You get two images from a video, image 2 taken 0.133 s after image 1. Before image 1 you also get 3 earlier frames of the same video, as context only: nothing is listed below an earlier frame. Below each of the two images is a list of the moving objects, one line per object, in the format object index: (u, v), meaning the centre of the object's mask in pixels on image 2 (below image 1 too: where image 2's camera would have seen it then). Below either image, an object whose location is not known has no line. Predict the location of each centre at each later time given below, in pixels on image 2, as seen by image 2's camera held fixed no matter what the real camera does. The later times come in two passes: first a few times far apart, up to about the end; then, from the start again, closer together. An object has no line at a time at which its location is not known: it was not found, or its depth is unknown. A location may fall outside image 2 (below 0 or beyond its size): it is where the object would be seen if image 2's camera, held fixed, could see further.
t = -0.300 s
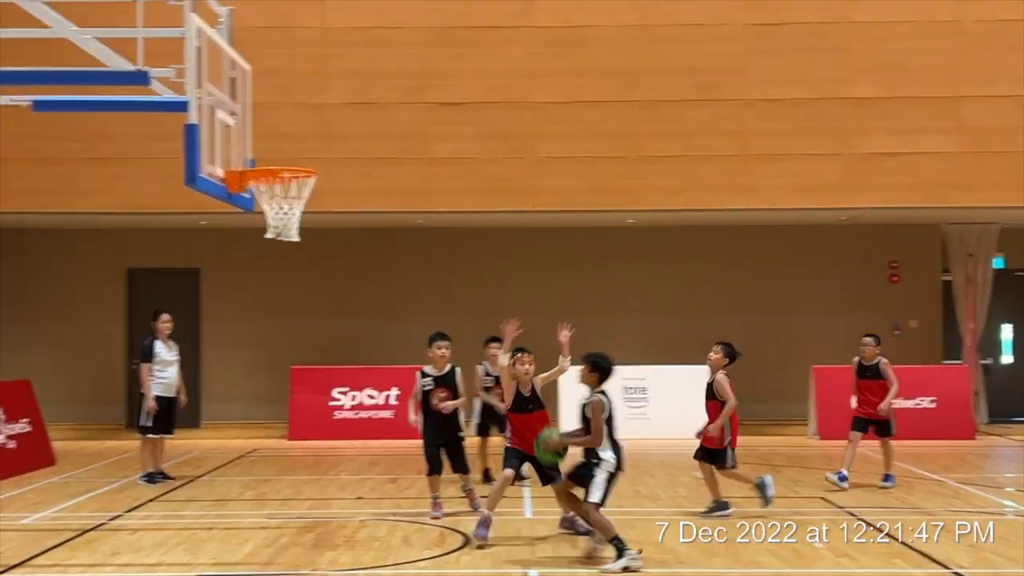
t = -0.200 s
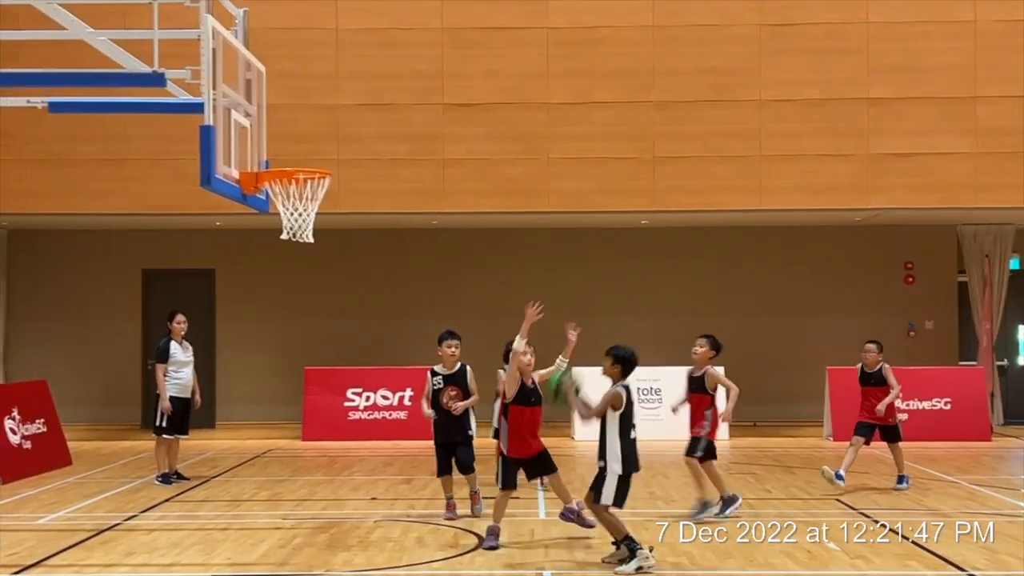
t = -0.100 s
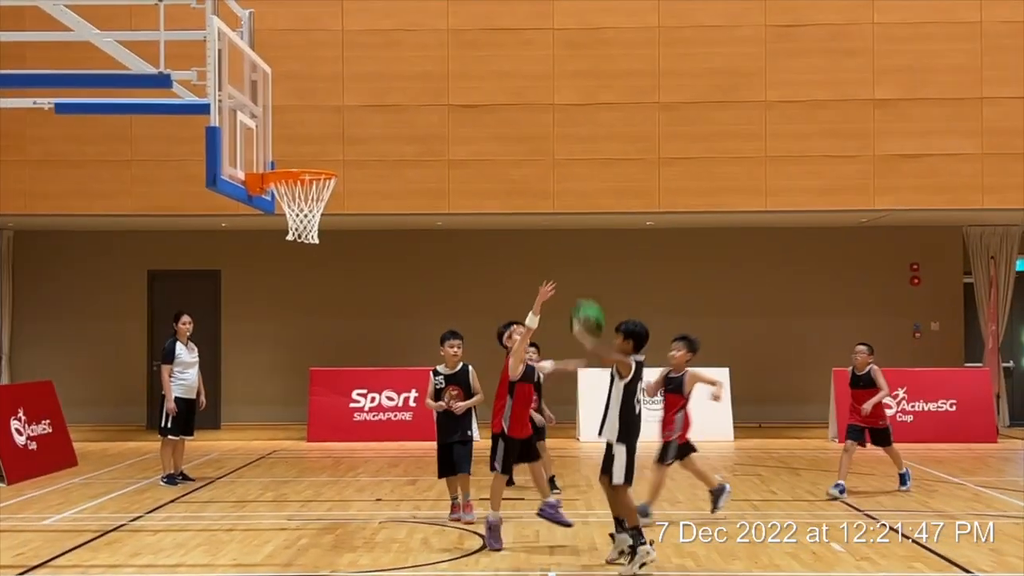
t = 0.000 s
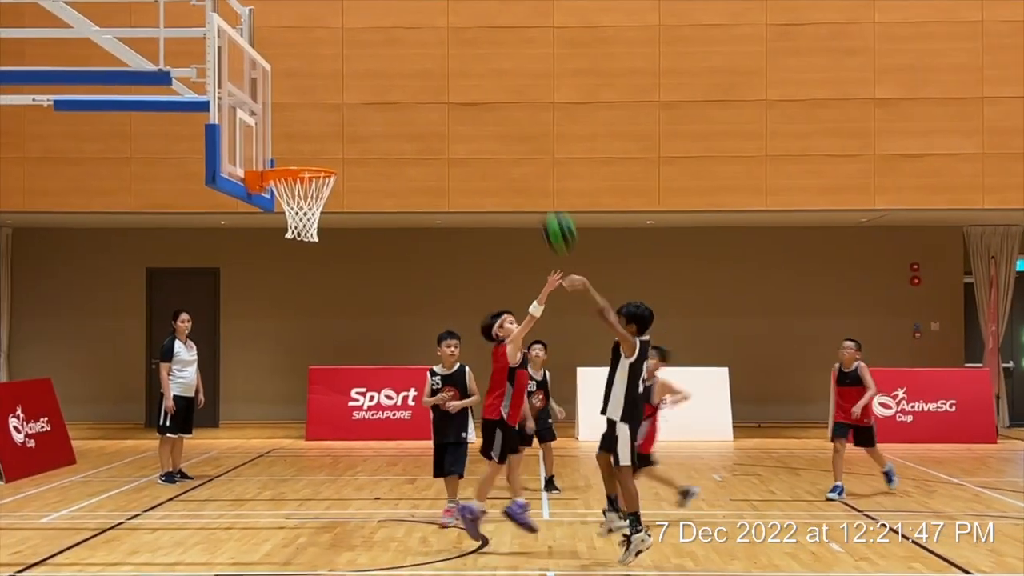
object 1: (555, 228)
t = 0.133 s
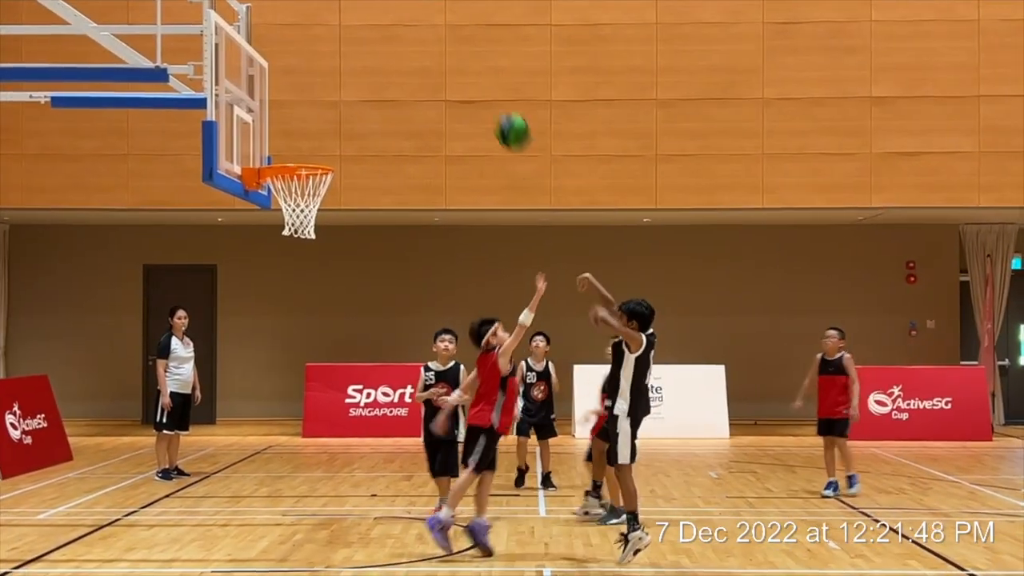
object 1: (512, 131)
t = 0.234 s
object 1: (483, 77)
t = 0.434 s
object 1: (423, 17)
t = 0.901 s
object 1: (290, 107)
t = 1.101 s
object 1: (260, 152)
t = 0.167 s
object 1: (503, 112)
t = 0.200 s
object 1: (493, 93)
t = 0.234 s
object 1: (483, 77)
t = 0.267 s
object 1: (473, 62)
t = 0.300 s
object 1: (463, 50)
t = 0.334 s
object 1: (454, 39)
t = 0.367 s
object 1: (443, 31)
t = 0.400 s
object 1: (433, 23)
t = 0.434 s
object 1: (423, 17)
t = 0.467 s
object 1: (413, 12)
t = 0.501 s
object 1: (404, 9)
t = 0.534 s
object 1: (394, 9)
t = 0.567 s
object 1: (384, 10)
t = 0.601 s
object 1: (374, 12)
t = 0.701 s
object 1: (347, 30)
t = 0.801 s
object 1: (317, 62)
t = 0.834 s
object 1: (308, 75)
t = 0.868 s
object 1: (299, 89)
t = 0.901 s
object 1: (290, 107)
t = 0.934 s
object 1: (283, 126)
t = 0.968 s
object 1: (273, 144)
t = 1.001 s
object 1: (263, 154)
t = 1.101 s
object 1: (260, 152)
